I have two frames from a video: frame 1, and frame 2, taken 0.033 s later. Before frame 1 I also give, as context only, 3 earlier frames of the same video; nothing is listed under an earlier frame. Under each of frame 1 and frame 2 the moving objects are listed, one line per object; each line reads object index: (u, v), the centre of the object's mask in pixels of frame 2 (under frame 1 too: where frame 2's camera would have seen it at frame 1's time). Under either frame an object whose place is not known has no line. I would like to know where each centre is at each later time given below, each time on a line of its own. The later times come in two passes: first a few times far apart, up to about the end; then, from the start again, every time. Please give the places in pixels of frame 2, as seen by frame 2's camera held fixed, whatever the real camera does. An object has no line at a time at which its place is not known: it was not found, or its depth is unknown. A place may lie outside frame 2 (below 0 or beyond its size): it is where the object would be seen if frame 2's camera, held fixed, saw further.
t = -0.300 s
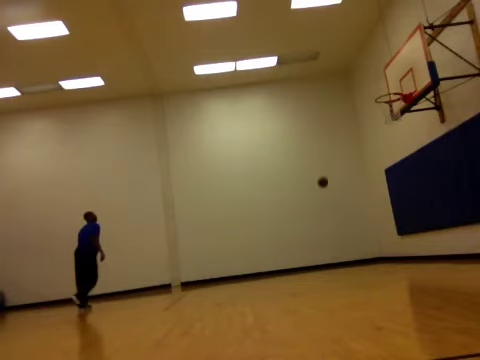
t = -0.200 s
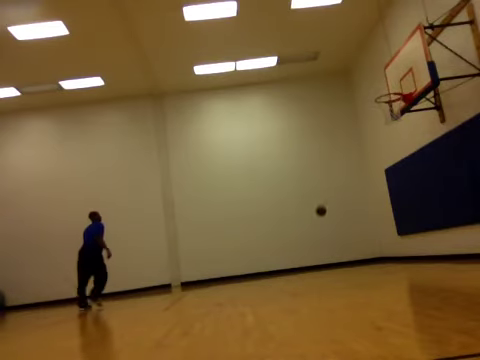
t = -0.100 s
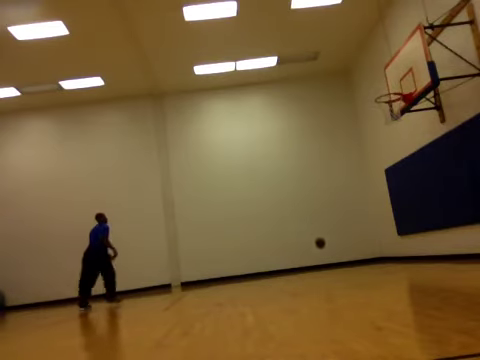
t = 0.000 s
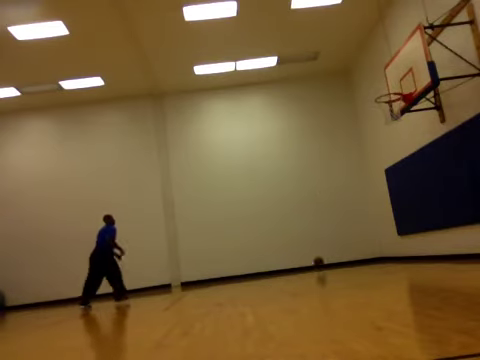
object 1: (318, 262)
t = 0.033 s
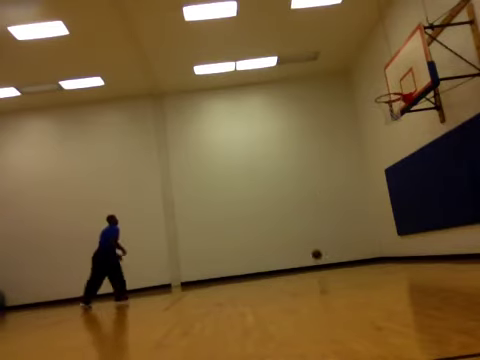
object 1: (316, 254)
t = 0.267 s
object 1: (307, 217)
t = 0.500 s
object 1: (302, 203)
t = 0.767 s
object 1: (300, 211)
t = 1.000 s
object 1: (302, 238)
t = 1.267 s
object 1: (302, 253)
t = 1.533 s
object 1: (299, 237)
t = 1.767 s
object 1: (300, 237)
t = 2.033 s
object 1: (307, 259)
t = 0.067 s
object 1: (314, 248)
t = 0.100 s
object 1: (313, 241)
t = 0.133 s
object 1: (312, 236)
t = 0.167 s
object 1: (310, 230)
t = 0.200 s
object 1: (309, 226)
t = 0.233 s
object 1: (308, 221)
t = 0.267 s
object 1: (307, 217)
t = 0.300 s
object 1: (306, 214)
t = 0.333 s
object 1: (305, 211)
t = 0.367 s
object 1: (304, 209)
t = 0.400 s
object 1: (303, 207)
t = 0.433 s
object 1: (303, 205)
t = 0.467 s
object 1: (302, 204)
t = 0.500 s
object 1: (302, 203)
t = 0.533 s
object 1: (301, 203)
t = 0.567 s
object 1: (301, 203)
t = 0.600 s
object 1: (301, 203)
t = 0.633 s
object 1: (301, 204)
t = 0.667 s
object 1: (300, 205)
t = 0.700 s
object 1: (300, 207)
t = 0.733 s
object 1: (300, 209)
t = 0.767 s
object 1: (300, 211)
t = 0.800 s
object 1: (300, 214)
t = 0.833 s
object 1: (300, 217)
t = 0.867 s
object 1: (301, 221)
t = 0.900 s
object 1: (301, 224)
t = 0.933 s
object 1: (301, 229)
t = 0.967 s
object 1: (301, 233)
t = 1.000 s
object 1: (302, 238)
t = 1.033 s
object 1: (303, 243)
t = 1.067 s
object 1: (303, 249)
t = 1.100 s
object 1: (304, 255)
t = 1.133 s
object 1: (305, 262)
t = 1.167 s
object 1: (305, 264)
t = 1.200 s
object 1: (304, 262)
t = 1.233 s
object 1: (303, 257)
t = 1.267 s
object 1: (302, 253)
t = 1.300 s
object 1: (302, 250)
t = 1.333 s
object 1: (301, 247)
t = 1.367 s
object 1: (301, 244)
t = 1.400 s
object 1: (300, 242)
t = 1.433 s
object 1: (300, 240)
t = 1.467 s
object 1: (299, 238)
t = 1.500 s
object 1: (299, 237)
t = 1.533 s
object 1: (299, 237)
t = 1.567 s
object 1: (298, 237)
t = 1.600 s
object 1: (298, 236)
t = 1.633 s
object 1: (299, 236)
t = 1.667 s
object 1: (299, 235)
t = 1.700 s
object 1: (299, 235)
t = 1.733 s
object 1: (299, 236)
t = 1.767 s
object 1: (300, 237)
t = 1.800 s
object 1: (301, 238)
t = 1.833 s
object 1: (301, 239)
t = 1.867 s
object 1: (302, 242)
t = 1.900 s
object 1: (303, 244)
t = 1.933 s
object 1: (304, 248)
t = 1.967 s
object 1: (304, 251)
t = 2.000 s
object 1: (306, 255)
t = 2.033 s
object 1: (307, 259)
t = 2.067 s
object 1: (308, 266)
